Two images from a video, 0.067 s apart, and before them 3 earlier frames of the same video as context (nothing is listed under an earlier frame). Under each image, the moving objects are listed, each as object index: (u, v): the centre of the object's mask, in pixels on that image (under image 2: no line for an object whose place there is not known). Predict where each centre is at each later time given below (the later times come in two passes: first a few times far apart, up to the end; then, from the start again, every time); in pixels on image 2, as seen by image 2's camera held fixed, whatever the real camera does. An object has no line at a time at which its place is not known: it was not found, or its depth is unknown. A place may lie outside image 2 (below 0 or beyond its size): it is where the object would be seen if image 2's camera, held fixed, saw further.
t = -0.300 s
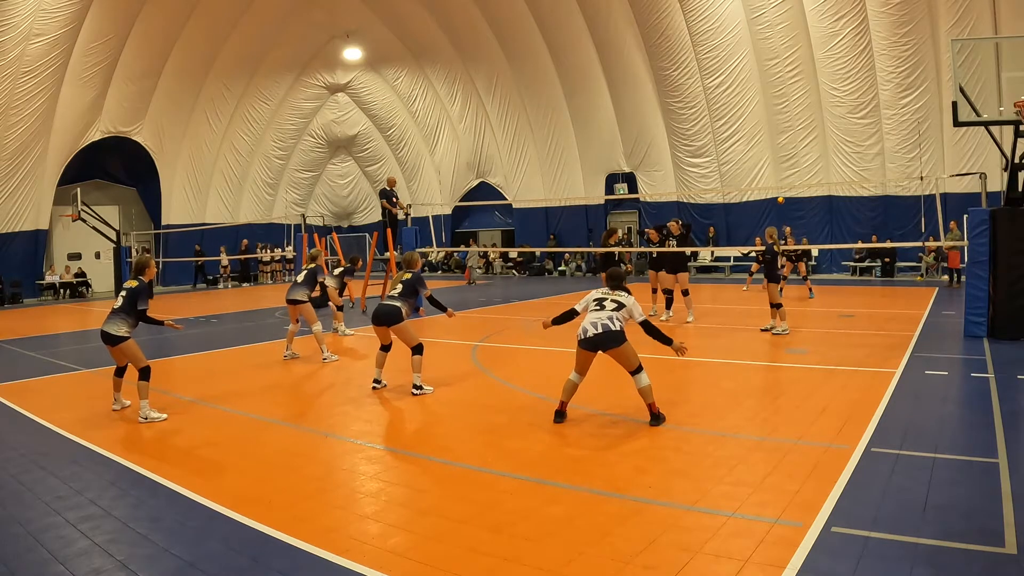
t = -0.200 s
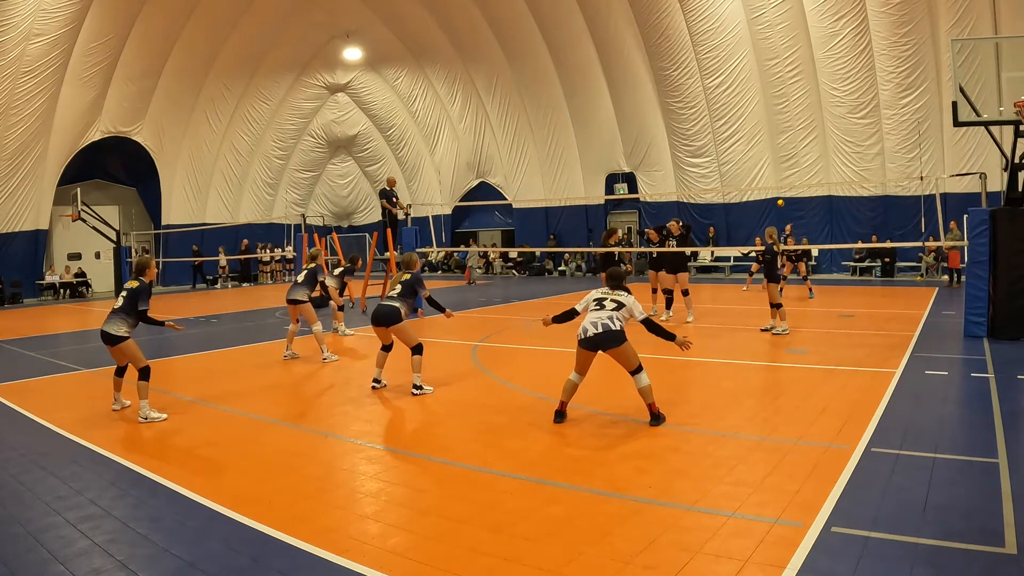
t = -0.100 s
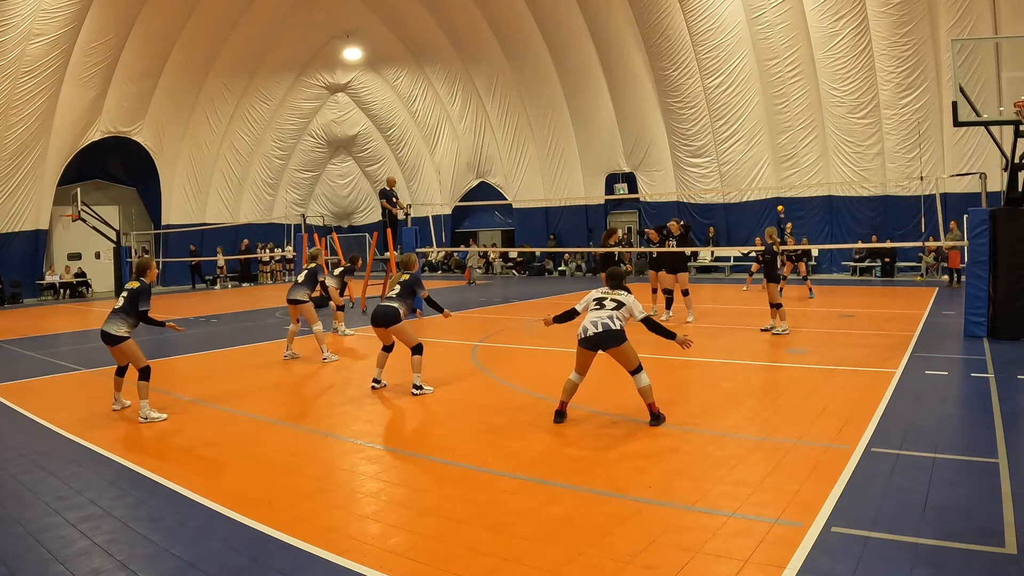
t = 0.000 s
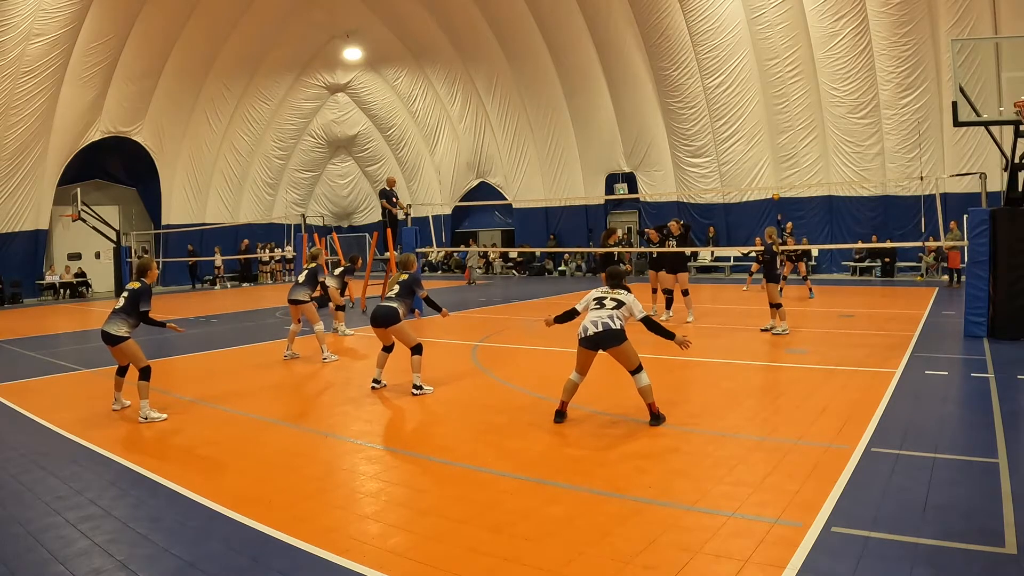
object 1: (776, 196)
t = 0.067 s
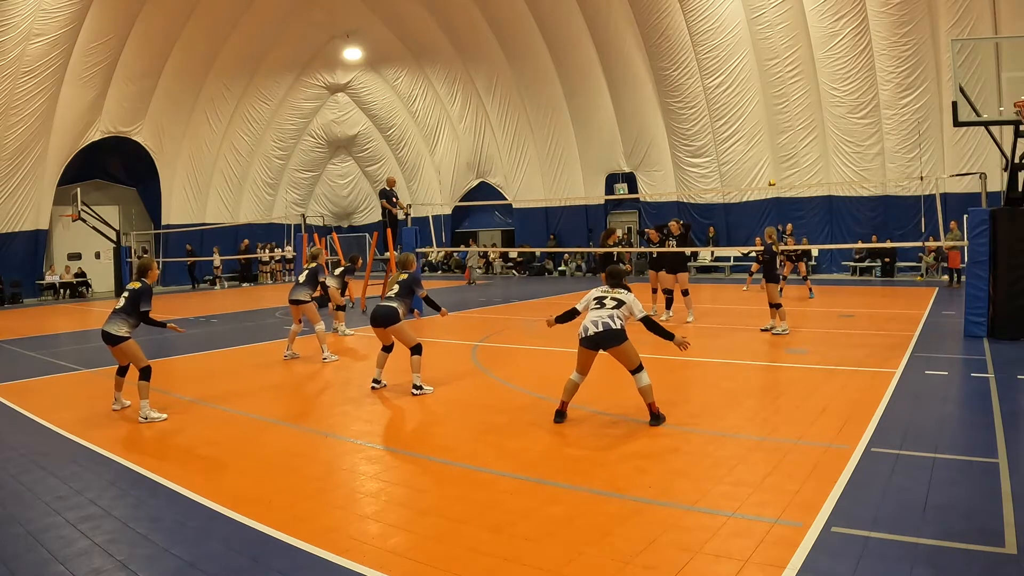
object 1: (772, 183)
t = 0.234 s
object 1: (761, 155)
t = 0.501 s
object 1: (744, 122)
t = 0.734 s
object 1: (728, 112)
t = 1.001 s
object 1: (700, 148)
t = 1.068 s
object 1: (691, 171)
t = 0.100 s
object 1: (769, 178)
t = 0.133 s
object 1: (767, 172)
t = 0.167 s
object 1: (765, 166)
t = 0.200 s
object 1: (763, 160)
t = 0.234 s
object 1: (761, 155)
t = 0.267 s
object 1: (759, 150)
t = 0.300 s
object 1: (757, 145)
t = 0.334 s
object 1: (755, 141)
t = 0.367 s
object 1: (753, 136)
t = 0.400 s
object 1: (750, 132)
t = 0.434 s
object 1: (748, 129)
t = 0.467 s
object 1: (746, 125)
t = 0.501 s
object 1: (744, 122)
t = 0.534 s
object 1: (742, 120)
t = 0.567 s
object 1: (740, 117)
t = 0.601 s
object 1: (737, 115)
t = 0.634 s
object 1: (735, 113)
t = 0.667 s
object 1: (733, 112)
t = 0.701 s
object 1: (731, 112)
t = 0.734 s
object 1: (728, 112)
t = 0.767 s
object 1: (726, 113)
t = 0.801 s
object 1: (722, 114)
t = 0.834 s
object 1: (719, 118)
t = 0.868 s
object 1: (716, 122)
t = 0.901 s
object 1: (713, 127)
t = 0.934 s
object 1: (709, 133)
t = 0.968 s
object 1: (705, 140)
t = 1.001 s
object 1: (700, 148)
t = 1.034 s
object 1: (696, 159)
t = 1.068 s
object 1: (691, 171)
